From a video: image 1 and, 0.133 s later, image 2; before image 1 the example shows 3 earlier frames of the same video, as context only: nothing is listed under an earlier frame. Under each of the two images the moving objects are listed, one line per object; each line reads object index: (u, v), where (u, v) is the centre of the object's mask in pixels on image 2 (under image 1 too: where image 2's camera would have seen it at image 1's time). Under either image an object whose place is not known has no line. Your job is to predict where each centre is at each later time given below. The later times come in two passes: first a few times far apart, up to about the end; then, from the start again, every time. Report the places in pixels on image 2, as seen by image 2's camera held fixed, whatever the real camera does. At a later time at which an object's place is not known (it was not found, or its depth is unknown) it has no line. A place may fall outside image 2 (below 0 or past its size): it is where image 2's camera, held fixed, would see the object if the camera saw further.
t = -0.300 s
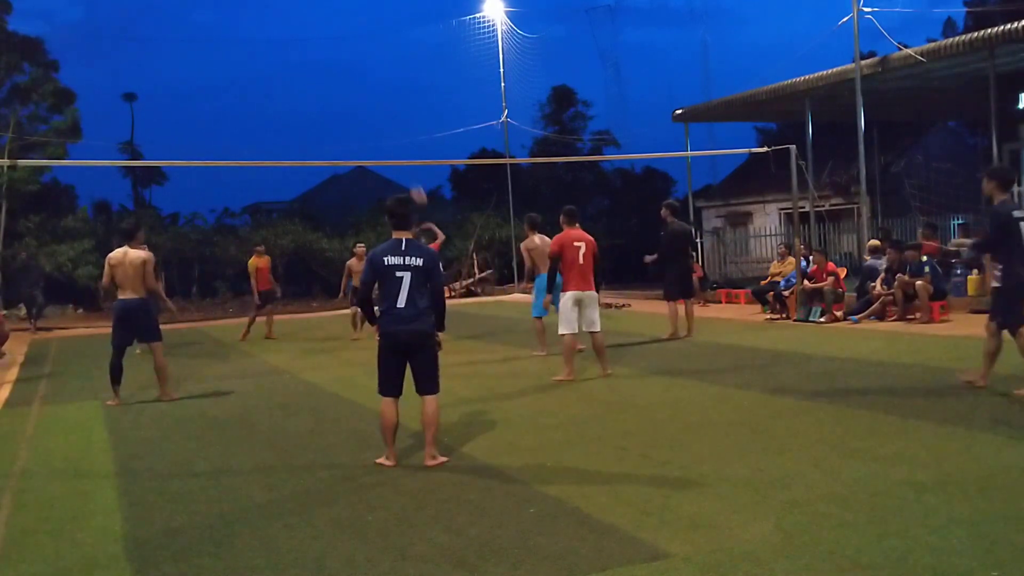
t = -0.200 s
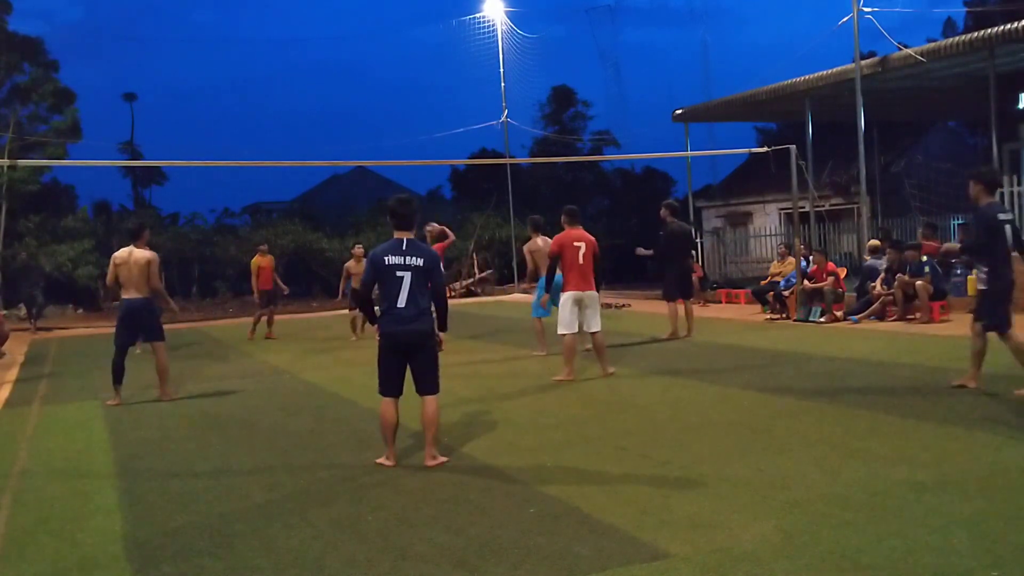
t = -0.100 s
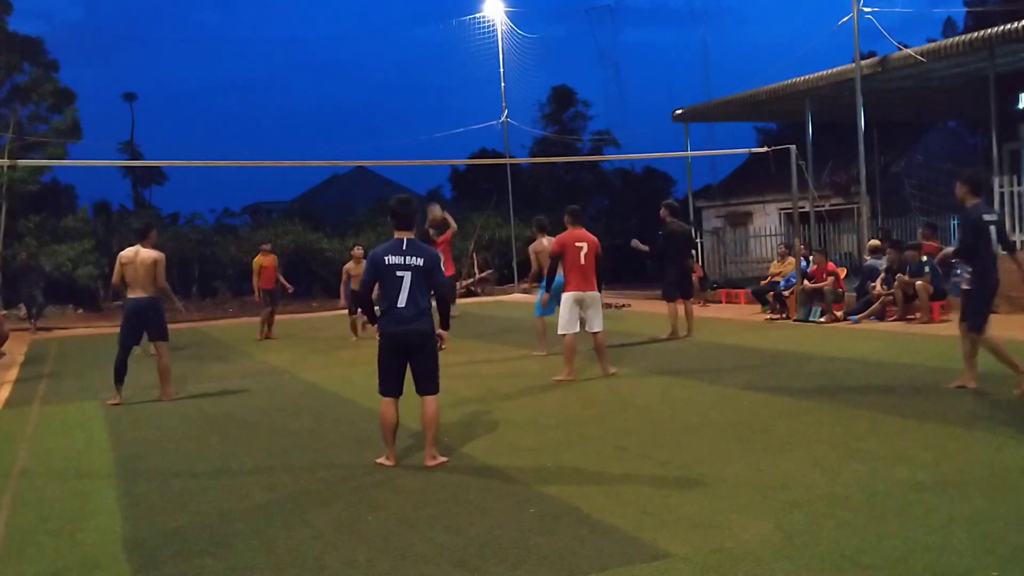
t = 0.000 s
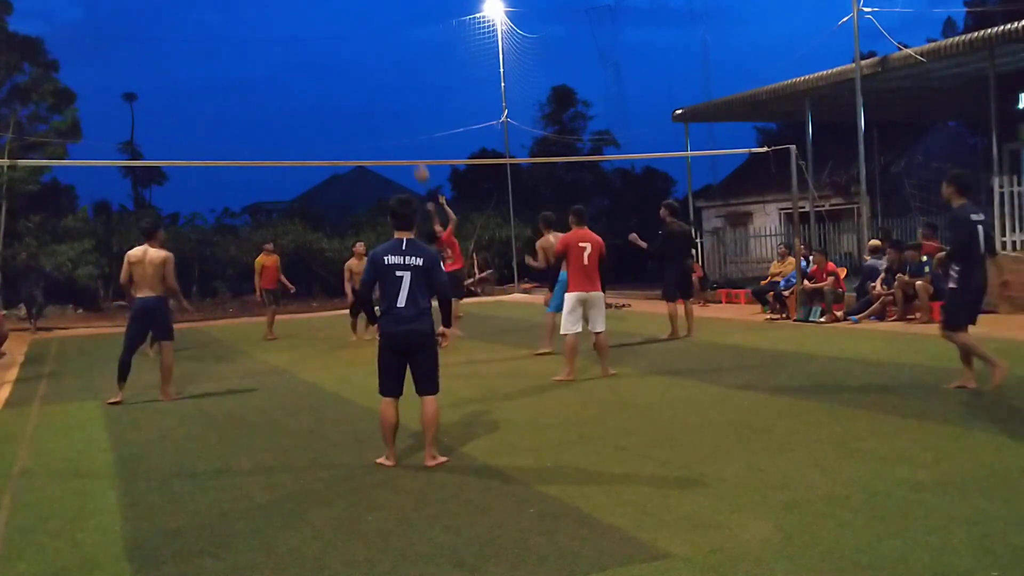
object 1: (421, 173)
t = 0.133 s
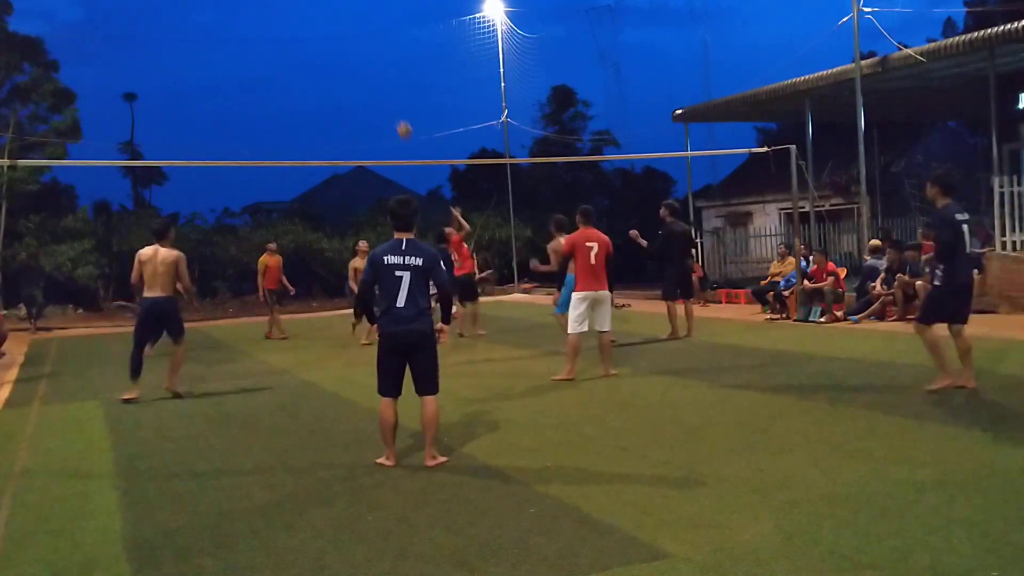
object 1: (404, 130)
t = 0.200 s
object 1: (396, 112)
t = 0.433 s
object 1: (367, 74)
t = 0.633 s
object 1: (346, 74)
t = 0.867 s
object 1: (324, 110)
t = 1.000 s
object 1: (313, 148)
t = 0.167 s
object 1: (400, 121)
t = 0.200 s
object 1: (396, 112)
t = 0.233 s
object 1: (391, 104)
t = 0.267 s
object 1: (387, 97)
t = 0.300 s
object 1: (383, 92)
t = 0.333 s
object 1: (379, 86)
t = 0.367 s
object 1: (375, 81)
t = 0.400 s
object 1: (371, 77)
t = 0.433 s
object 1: (367, 74)
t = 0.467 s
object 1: (364, 72)
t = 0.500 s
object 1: (360, 71)
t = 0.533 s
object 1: (356, 71)
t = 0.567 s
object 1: (352, 71)
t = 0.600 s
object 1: (349, 72)
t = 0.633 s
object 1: (346, 74)
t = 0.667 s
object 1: (342, 76)
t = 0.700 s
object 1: (340, 80)
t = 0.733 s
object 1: (336, 85)
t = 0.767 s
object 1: (333, 90)
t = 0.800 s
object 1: (330, 95)
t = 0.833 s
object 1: (326, 103)
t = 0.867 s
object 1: (324, 110)
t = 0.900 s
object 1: (321, 118)
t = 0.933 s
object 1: (318, 128)
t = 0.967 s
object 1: (315, 138)
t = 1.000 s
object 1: (313, 148)
